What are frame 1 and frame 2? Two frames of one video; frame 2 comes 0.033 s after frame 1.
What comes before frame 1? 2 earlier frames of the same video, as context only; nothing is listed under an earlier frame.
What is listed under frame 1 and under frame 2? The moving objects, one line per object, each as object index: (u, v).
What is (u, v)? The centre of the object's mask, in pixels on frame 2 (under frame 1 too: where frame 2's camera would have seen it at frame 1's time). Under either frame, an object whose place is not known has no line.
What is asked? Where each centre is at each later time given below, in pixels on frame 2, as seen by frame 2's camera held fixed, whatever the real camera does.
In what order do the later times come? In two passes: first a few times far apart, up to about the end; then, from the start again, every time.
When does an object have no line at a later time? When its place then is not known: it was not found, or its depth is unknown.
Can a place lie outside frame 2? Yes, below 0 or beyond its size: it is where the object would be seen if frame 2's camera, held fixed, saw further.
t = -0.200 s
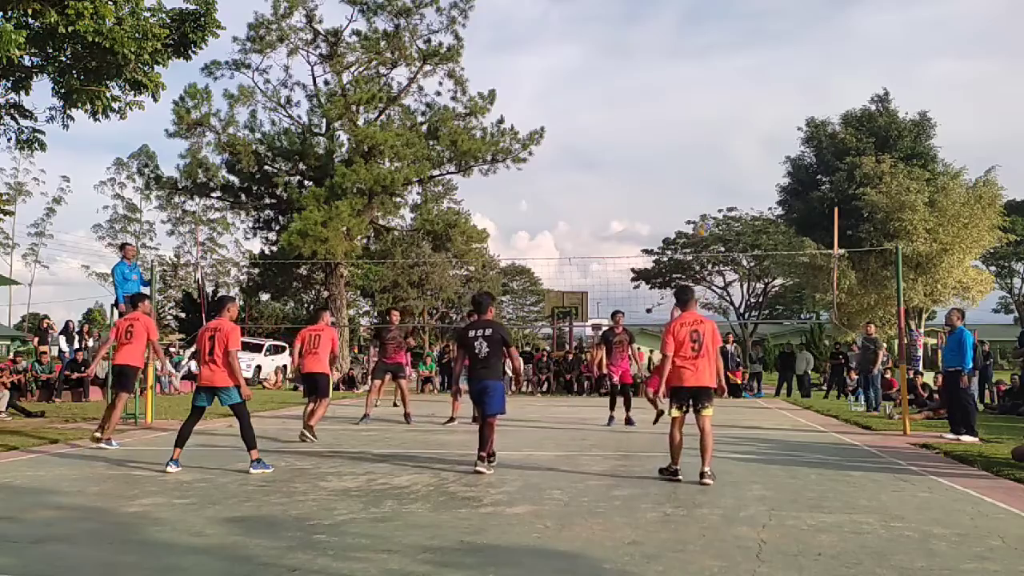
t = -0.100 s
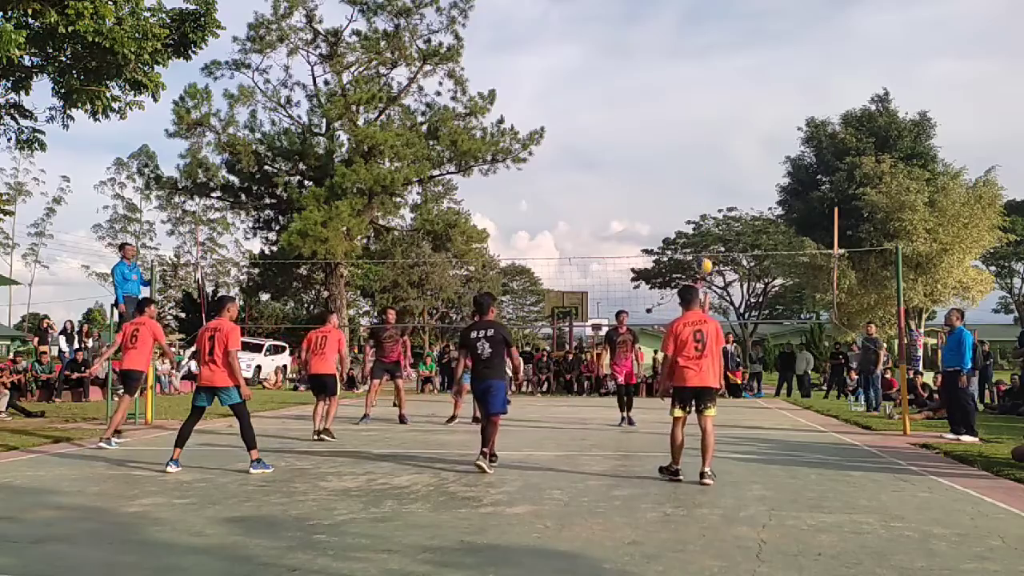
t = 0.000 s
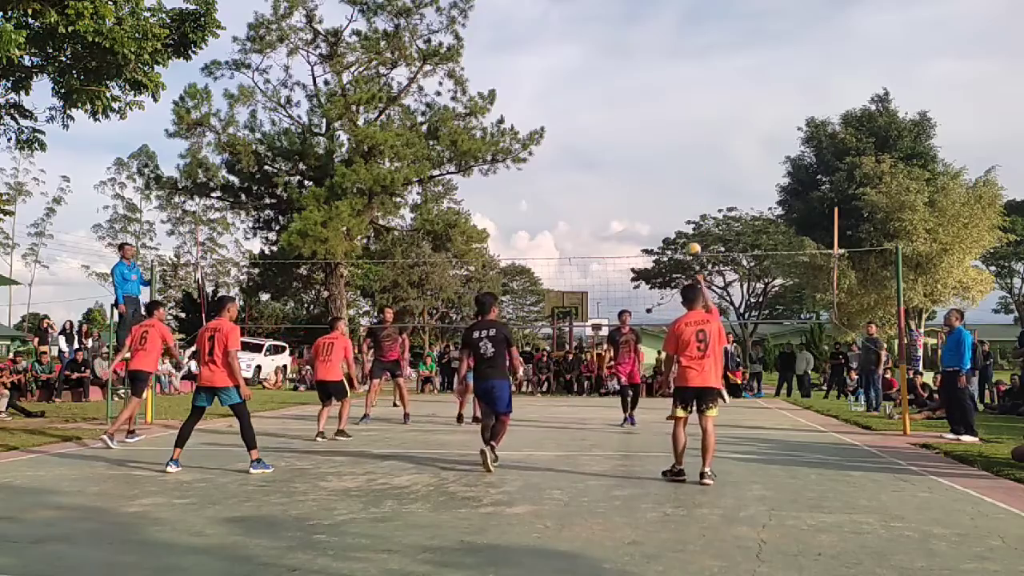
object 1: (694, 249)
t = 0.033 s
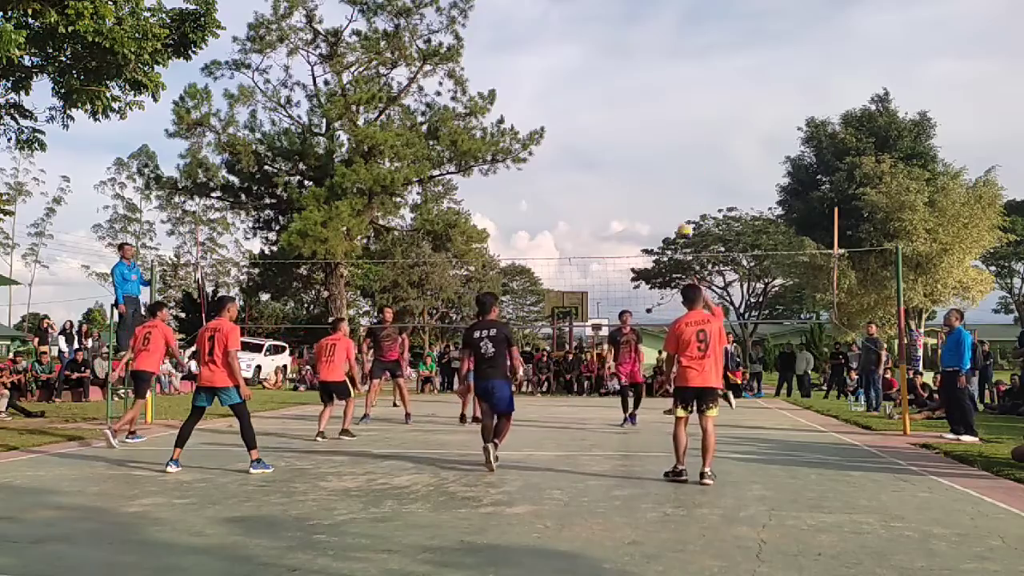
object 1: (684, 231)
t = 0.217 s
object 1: (642, 148)
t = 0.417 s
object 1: (598, 86)
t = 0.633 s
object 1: (553, 52)
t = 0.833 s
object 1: (513, 51)
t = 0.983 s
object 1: (483, 68)
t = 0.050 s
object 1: (680, 223)
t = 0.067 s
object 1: (676, 215)
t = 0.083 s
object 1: (672, 206)
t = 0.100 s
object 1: (668, 198)
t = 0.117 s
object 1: (664, 190)
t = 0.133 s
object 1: (660, 183)
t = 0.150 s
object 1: (657, 175)
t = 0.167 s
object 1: (653, 168)
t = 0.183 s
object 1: (649, 161)
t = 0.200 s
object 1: (645, 154)
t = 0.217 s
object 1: (642, 148)
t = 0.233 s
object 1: (638, 141)
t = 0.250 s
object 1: (634, 135)
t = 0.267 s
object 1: (631, 129)
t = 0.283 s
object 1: (627, 124)
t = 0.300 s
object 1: (623, 118)
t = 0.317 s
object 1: (620, 113)
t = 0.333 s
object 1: (616, 108)
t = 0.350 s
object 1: (612, 103)
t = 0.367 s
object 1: (609, 98)
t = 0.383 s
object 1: (605, 94)
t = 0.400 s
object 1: (602, 90)
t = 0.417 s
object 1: (598, 86)
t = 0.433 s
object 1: (595, 82)
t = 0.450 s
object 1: (591, 78)
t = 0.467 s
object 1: (587, 75)
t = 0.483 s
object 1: (584, 72)
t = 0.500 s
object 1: (580, 69)
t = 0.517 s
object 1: (577, 66)
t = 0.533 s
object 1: (573, 64)
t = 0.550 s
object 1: (570, 62)
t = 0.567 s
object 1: (566, 59)
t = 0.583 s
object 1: (563, 57)
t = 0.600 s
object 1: (559, 56)
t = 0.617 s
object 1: (556, 54)
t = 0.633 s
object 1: (553, 52)
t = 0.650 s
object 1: (549, 51)
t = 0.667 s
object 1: (546, 50)
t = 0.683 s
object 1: (543, 49)
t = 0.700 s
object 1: (539, 49)
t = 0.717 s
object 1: (536, 48)
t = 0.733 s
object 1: (533, 48)
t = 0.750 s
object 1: (529, 48)
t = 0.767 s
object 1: (526, 48)
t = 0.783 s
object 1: (523, 48)
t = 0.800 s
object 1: (520, 49)
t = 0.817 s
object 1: (517, 50)
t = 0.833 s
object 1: (513, 51)
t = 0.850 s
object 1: (510, 52)
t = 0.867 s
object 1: (507, 53)
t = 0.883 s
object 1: (503, 55)
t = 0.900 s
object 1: (500, 56)
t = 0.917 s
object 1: (497, 58)
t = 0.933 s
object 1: (493, 60)
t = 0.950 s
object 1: (490, 63)
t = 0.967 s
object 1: (487, 65)
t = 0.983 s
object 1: (483, 68)
